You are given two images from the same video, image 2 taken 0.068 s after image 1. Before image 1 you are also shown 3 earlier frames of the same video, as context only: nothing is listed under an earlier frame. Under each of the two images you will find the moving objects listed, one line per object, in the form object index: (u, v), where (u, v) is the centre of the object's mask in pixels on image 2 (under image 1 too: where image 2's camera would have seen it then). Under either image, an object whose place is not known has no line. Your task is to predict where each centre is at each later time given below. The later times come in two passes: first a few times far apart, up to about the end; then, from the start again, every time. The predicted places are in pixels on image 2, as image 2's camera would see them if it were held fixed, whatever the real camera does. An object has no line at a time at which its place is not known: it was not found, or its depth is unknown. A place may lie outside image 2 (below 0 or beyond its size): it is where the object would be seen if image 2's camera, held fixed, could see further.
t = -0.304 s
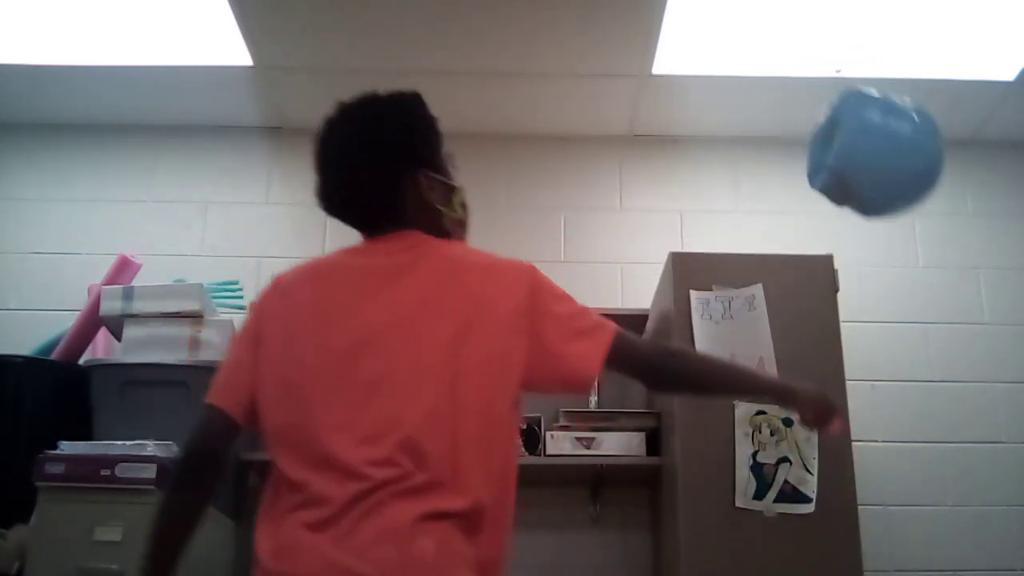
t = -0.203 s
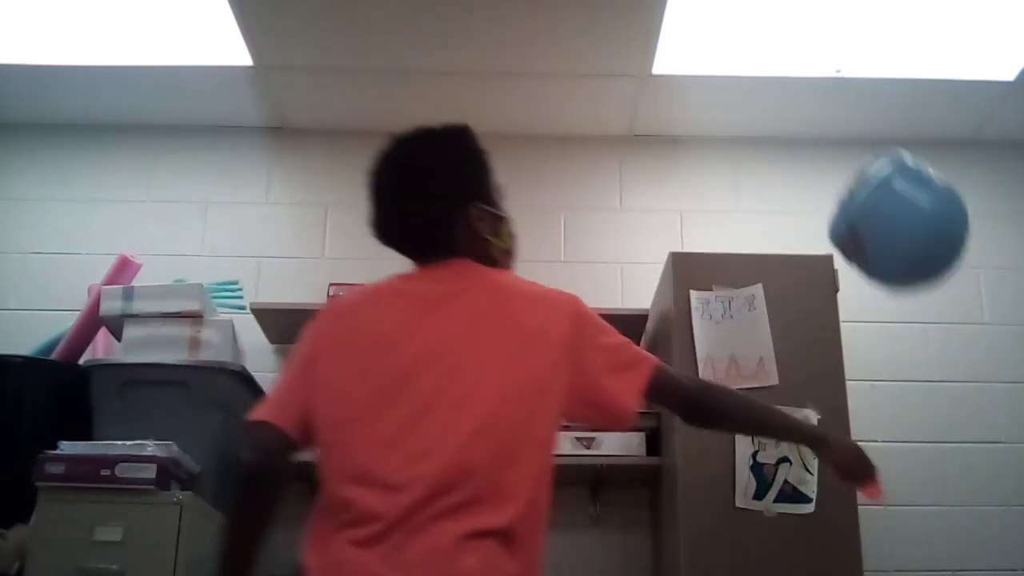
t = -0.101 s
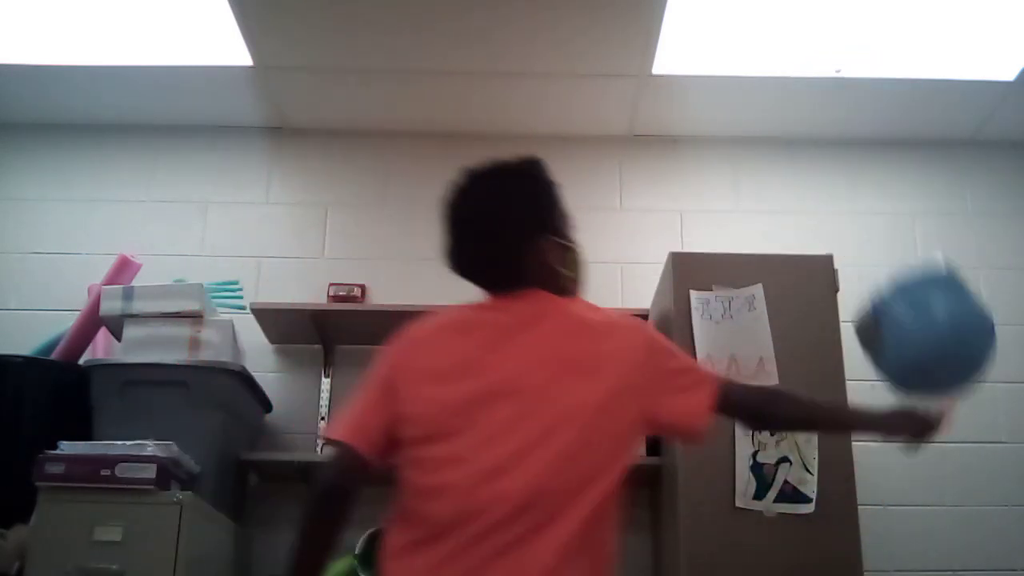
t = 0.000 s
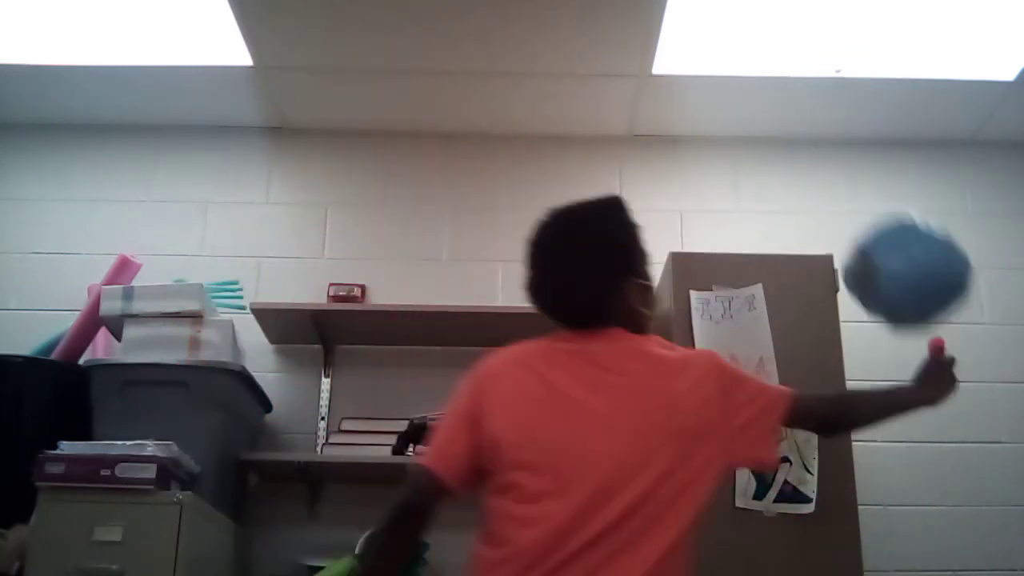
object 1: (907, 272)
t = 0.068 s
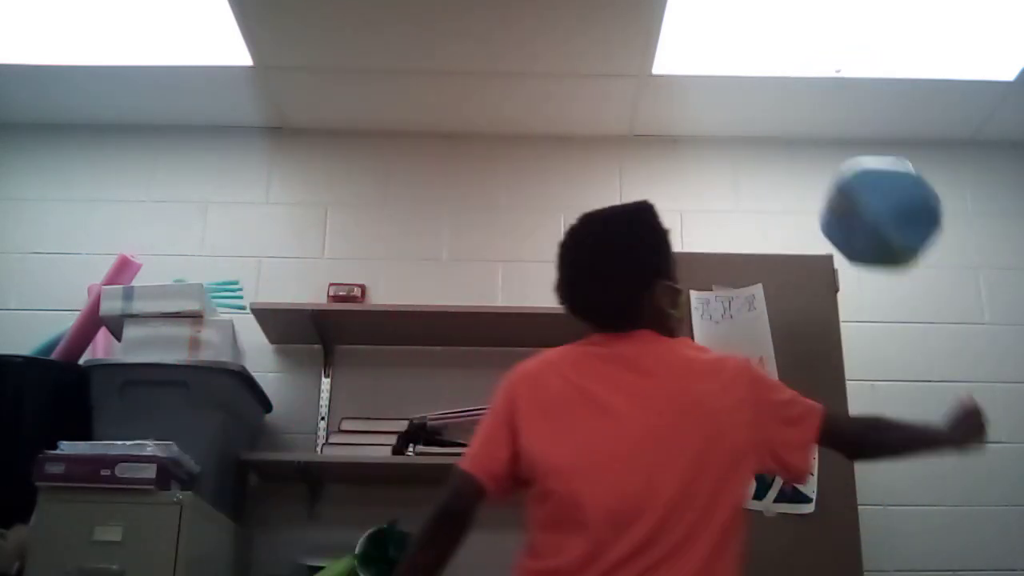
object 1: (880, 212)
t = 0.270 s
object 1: (817, 147)
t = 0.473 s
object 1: (780, 188)
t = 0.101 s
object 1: (868, 192)
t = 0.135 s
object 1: (857, 175)
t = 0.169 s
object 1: (847, 162)
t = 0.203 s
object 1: (836, 154)
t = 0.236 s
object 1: (827, 149)
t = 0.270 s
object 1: (817, 147)
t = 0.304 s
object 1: (809, 148)
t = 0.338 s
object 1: (803, 151)
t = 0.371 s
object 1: (797, 156)
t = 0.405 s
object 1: (791, 164)
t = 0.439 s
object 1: (785, 174)
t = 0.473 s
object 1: (780, 188)
